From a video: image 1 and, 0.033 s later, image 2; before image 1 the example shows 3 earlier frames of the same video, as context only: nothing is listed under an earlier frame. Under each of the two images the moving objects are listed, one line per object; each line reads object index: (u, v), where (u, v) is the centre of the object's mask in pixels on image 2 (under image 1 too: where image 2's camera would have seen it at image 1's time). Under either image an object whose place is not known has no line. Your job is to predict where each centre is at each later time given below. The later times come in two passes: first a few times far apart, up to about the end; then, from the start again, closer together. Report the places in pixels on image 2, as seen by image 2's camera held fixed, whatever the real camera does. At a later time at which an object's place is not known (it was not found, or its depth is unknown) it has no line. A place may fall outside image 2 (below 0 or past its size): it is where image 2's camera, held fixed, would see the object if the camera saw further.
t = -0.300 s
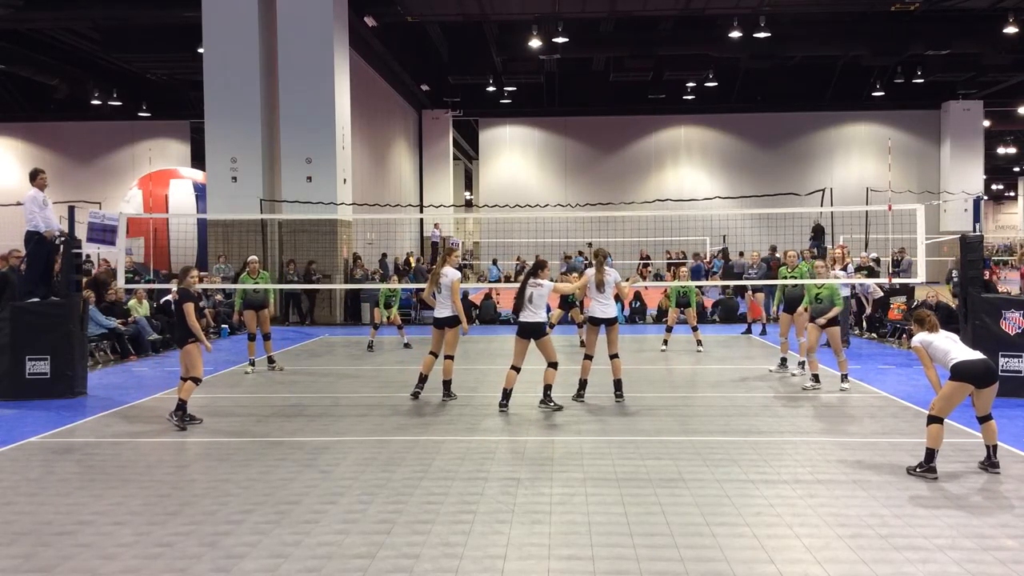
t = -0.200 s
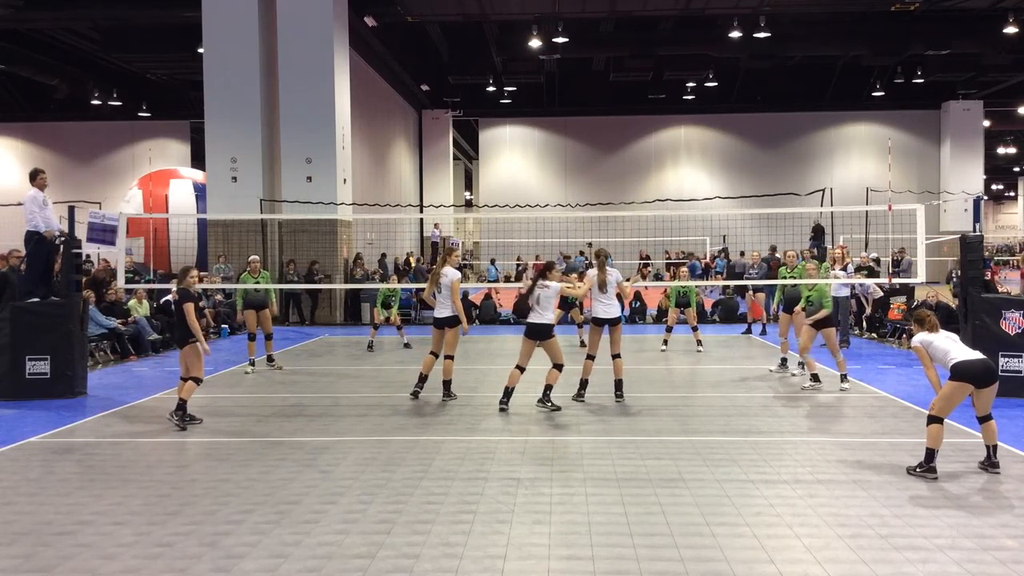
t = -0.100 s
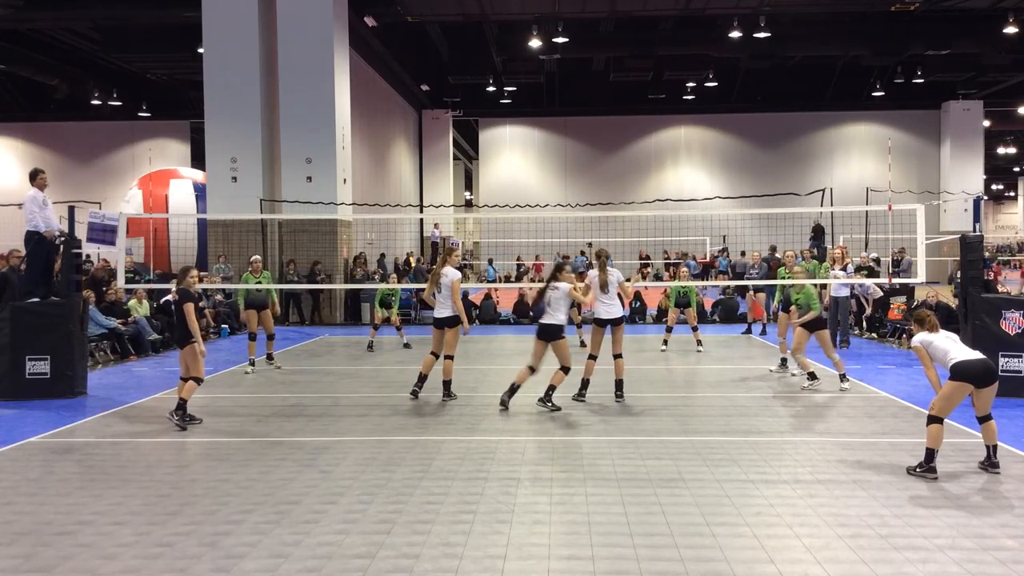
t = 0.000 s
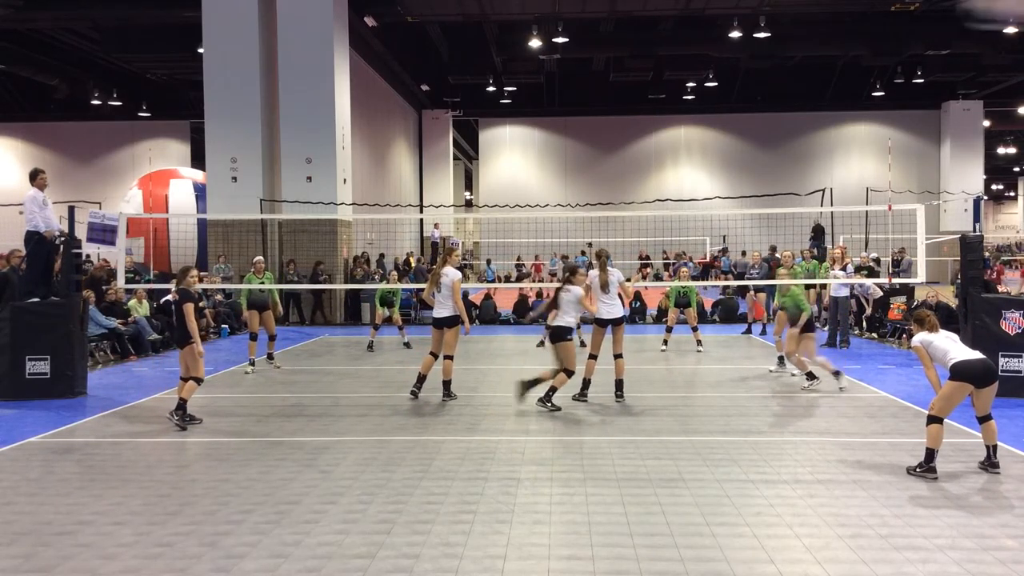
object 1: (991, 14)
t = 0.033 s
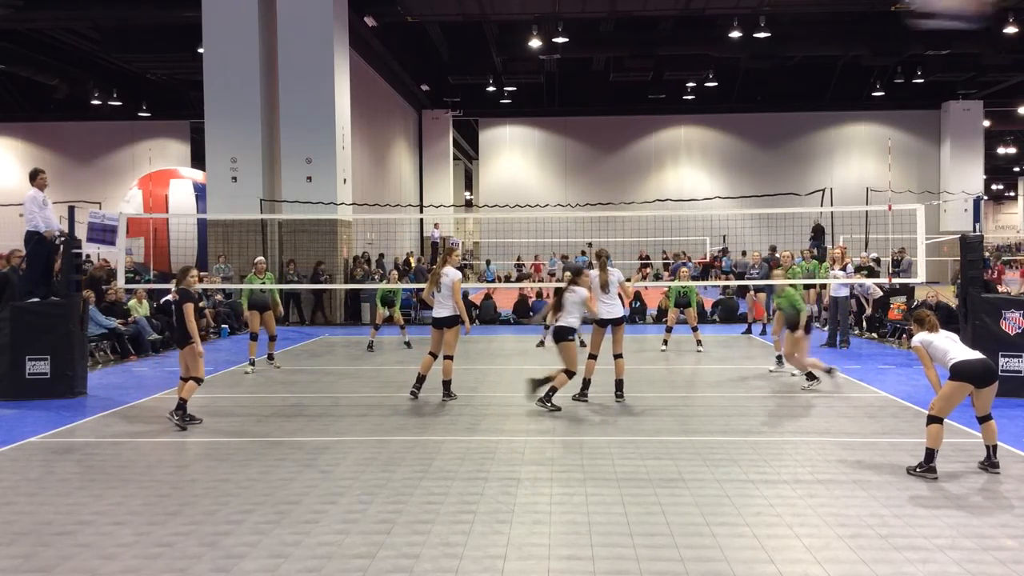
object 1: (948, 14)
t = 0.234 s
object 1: (724, 40)
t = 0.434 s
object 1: (627, 90)
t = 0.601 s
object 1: (583, 135)
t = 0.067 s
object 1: (893, 15)
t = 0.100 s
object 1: (849, 16)
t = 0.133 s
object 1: (811, 19)
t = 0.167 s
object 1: (779, 26)
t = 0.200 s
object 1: (750, 33)
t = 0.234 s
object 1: (724, 40)
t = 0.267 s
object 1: (702, 48)
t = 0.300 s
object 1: (683, 56)
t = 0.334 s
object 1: (666, 64)
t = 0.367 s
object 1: (652, 73)
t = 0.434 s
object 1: (627, 90)
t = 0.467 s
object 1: (617, 100)
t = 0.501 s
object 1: (608, 108)
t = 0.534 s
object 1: (599, 117)
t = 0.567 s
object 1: (591, 125)
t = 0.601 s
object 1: (583, 135)
